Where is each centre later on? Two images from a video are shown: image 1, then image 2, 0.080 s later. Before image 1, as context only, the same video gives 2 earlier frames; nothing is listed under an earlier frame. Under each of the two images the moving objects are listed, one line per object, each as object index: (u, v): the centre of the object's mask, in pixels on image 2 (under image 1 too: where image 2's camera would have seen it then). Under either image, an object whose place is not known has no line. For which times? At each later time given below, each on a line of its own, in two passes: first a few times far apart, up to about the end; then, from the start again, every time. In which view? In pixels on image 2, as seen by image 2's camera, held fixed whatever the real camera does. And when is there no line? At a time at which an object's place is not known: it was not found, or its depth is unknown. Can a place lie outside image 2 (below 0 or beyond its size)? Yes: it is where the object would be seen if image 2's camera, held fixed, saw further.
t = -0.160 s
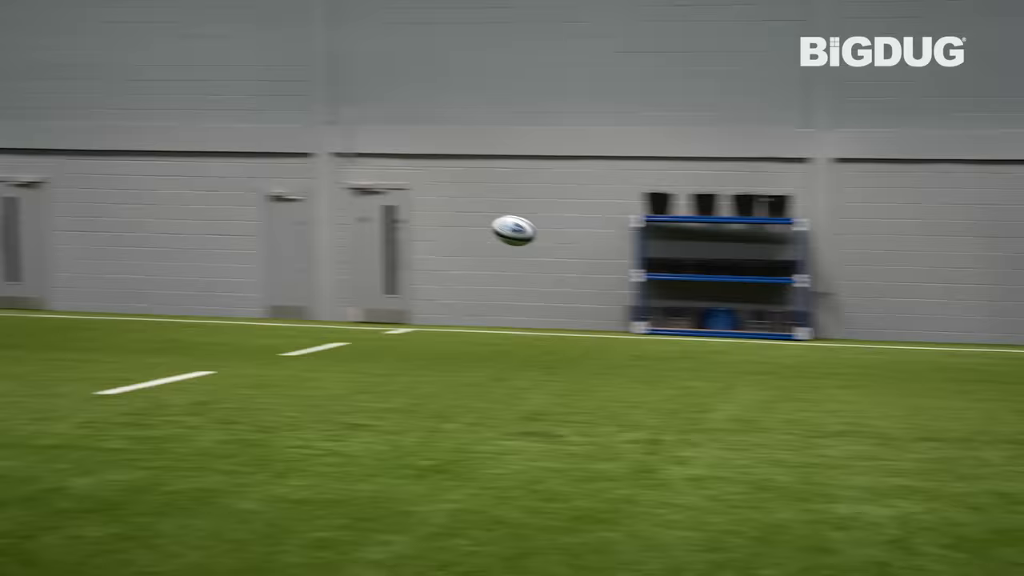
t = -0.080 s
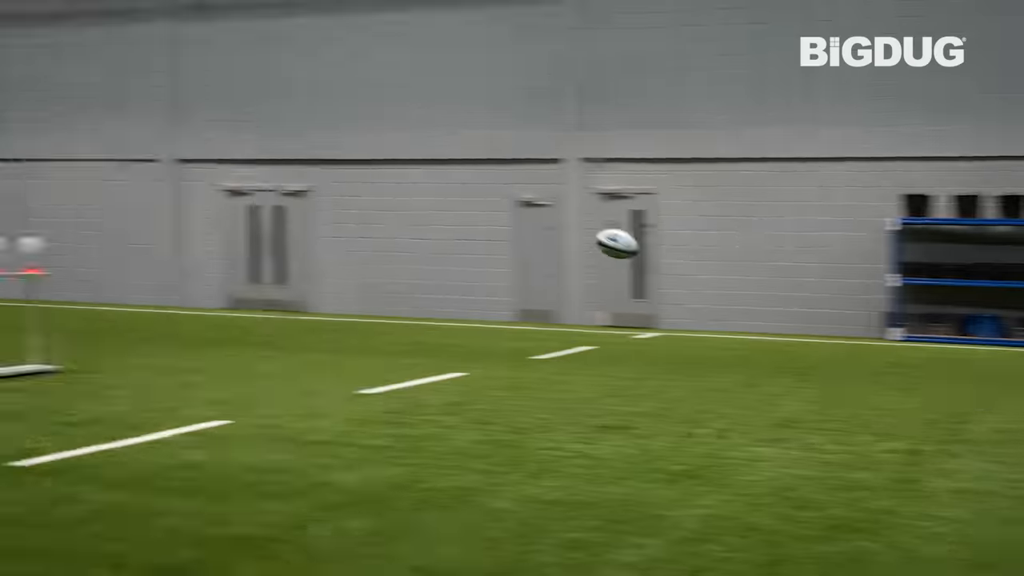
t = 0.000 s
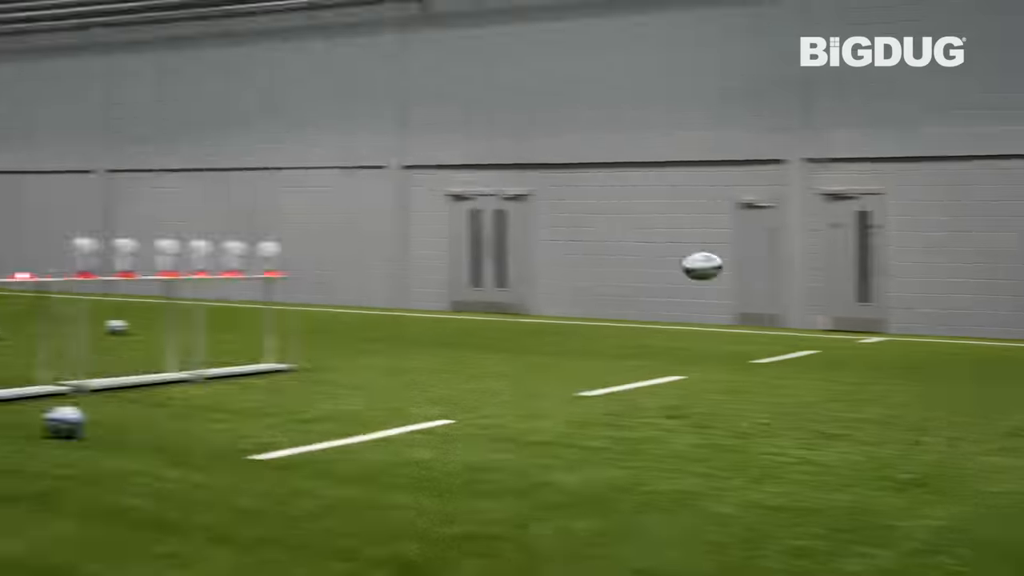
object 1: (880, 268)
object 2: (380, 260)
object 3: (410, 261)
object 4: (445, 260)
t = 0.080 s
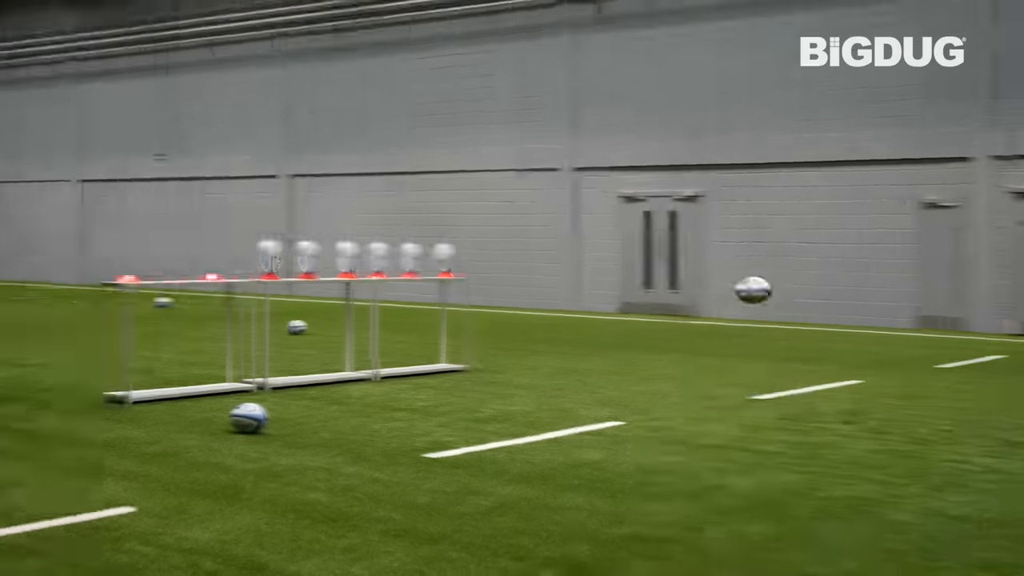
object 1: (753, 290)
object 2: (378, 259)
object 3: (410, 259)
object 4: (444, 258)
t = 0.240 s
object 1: (544, 351)
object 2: (381, 259)
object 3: (413, 260)
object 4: (448, 260)
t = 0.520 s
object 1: (450, 278)
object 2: (382, 259)
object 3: (415, 259)
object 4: (448, 255)
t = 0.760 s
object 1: (548, 273)
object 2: (381, 259)
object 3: (414, 259)
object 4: (445, 260)
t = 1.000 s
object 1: (652, 332)
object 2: (378, 265)
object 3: (413, 262)
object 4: (435, 266)
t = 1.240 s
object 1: (702, 347)
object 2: (365, 275)
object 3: (406, 266)
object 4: (416, 280)
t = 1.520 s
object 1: (700, 338)
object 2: (343, 355)
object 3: (394, 311)
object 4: (402, 358)
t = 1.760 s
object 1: (711, 360)
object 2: (361, 333)
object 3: (403, 339)
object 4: (412, 323)
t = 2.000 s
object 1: (739, 368)
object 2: (366, 357)
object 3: (424, 346)
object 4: (433, 337)
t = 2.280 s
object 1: (763, 363)
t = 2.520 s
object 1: (779, 363)
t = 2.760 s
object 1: (798, 363)
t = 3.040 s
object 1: (808, 361)
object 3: (429, 356)
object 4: (472, 351)
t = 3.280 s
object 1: (804, 363)
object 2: (382, 359)
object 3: (428, 357)
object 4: (473, 351)
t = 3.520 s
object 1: (797, 364)
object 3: (429, 356)
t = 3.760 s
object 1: (796, 366)
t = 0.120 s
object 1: (695, 305)
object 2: (379, 259)
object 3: (412, 259)
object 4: (445, 258)
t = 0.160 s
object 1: (641, 319)
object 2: (380, 259)
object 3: (412, 259)
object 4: (446, 259)
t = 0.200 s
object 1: (591, 335)
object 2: (381, 259)
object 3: (413, 260)
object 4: (448, 260)
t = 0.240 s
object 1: (544, 351)
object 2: (381, 259)
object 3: (413, 260)
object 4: (448, 260)
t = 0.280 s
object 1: (500, 368)
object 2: (382, 259)
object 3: (414, 260)
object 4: (448, 260)
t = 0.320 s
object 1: (475, 361)
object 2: (382, 259)
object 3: (414, 260)
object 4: (449, 260)
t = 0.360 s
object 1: (463, 338)
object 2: (383, 260)
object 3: (415, 260)
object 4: (449, 260)
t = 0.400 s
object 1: (451, 318)
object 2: (383, 259)
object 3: (415, 260)
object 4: (449, 260)
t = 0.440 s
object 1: (441, 299)
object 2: (383, 259)
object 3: (415, 260)
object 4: (449, 260)
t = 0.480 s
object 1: (432, 284)
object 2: (383, 259)
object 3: (415, 260)
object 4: (449, 259)
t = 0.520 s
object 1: (450, 278)
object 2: (382, 259)
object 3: (415, 259)
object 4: (448, 255)
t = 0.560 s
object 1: (466, 273)
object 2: (382, 259)
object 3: (414, 259)
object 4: (448, 259)
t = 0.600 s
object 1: (483, 270)
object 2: (382, 259)
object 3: (414, 259)
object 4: (447, 260)
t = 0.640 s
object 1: (500, 269)
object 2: (382, 259)
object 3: (414, 259)
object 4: (446, 259)
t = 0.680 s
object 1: (517, 268)
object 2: (382, 259)
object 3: (414, 259)
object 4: (446, 259)
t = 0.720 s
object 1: (534, 270)
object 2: (381, 259)
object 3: (414, 259)
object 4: (446, 259)
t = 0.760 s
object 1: (548, 273)
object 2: (381, 259)
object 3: (414, 259)
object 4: (445, 260)
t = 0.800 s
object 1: (567, 280)
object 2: (381, 260)
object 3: (414, 259)
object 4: (445, 260)
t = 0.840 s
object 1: (585, 287)
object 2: (381, 260)
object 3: (414, 259)
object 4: (444, 260)
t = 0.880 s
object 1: (600, 294)
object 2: (380, 261)
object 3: (414, 260)
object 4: (443, 261)
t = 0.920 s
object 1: (616, 305)
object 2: (380, 262)
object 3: (414, 260)
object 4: (441, 262)
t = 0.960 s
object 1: (634, 317)
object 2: (379, 263)
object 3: (413, 261)
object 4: (438, 264)
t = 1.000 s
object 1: (652, 332)
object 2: (378, 265)
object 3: (413, 262)
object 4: (435, 266)
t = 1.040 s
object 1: (672, 349)
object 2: (376, 268)
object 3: (412, 263)
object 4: (432, 266)
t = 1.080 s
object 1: (689, 367)
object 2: (375, 267)
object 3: (411, 265)
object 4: (428, 264)
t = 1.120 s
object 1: (702, 377)
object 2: (370, 266)
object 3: (411, 267)
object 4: (426, 264)
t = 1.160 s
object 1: (702, 365)
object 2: (369, 266)
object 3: (411, 266)
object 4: (424, 264)
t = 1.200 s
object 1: (702, 355)
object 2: (367, 267)
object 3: (408, 264)
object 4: (420, 270)
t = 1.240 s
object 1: (702, 347)
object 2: (365, 275)
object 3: (406, 266)
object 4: (416, 280)
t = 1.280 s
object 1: (701, 341)
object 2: (363, 283)
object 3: (405, 266)
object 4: (414, 289)
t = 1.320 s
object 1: (700, 336)
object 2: (361, 292)
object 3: (404, 271)
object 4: (412, 294)
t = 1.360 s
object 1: (700, 334)
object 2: (359, 300)
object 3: (402, 277)
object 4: (409, 303)
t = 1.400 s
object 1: (700, 332)
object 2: (356, 311)
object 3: (400, 284)
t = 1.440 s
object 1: (700, 332)
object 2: (354, 322)
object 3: (399, 292)
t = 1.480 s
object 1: (700, 334)
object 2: (347, 337)
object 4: (403, 342)
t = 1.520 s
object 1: (700, 338)
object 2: (343, 355)
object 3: (394, 311)
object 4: (402, 358)
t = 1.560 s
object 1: (701, 344)
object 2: (342, 357)
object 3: (393, 323)
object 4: (403, 351)
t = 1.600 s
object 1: (701, 353)
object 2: (343, 349)
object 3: (393, 338)
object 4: (408, 343)
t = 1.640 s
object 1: (701, 363)
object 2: (355, 342)
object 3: (391, 354)
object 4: (406, 335)
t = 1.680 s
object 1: (702, 367)
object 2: (356, 339)
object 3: (394, 352)
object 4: (408, 330)
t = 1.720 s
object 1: (707, 363)
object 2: (358, 334)
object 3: (398, 345)
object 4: (410, 326)
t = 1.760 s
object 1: (711, 360)
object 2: (361, 333)
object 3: (403, 339)
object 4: (412, 323)
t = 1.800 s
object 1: (716, 359)
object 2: (360, 334)
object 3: (407, 335)
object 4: (415, 321)
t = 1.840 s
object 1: (720, 360)
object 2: (362, 336)
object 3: (411, 334)
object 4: (419, 321)
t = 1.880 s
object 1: (725, 362)
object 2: (363, 339)
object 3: (414, 335)
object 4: (422, 322)
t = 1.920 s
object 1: (729, 365)
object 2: (364, 344)
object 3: (418, 337)
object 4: (426, 326)
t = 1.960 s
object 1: (734, 367)
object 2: (365, 351)
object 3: (421, 341)
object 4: (429, 330)
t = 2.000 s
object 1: (739, 368)
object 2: (366, 357)
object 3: (424, 346)
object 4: (433, 337)
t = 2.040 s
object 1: (743, 368)
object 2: (367, 355)
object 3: (426, 352)
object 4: (437, 344)
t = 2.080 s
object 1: (747, 366)
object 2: (369, 353)
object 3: (430, 352)
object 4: (439, 343)
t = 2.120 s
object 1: (751, 364)
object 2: (374, 350)
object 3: (431, 351)
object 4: (439, 338)
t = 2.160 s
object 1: (754, 363)
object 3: (428, 351)
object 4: (441, 341)
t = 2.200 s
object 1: (757, 362)
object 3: (424, 352)
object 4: (442, 341)
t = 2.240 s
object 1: (760, 363)
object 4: (442, 342)
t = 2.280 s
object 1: (763, 363)
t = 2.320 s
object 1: (765, 363)
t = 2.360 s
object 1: (768, 364)
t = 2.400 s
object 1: (770, 365)
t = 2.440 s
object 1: (773, 365)
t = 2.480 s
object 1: (776, 364)
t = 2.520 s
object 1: (779, 363)
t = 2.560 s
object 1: (782, 362)
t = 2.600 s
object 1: (786, 363)
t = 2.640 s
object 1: (789, 364)
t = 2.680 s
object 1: (792, 364)
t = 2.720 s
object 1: (795, 363)
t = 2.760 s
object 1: (798, 363)
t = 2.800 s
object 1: (801, 362)
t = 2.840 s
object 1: (803, 362)
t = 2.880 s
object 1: (805, 362)
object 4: (473, 351)
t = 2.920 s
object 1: (806, 361)
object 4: (473, 351)
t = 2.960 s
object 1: (807, 361)
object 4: (472, 351)
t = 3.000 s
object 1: (808, 361)
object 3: (429, 356)
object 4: (472, 351)
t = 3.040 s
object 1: (808, 361)
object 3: (429, 356)
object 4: (472, 351)
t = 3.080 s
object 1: (808, 361)
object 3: (429, 356)
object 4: (471, 350)
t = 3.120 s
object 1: (807, 361)
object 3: (429, 356)
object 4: (471, 350)
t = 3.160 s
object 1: (807, 362)
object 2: (386, 359)
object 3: (428, 356)
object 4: (471, 350)
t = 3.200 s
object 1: (806, 362)
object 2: (386, 359)
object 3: (428, 356)
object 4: (472, 350)
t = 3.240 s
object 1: (805, 363)
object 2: (386, 359)
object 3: (428, 356)
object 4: (472, 350)
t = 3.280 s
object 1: (804, 363)
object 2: (382, 359)
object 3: (428, 357)
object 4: (473, 351)
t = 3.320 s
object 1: (803, 364)
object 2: (386, 359)
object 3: (428, 356)
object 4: (474, 351)
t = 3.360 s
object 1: (802, 364)
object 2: (386, 359)
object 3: (428, 356)
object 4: (475, 351)
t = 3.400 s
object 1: (801, 364)
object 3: (428, 356)
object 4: (477, 351)
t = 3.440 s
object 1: (799, 364)
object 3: (428, 356)
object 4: (478, 351)
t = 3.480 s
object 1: (798, 364)
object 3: (429, 356)
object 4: (478, 350)
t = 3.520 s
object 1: (797, 364)
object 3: (429, 356)
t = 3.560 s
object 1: (796, 364)
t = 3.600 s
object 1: (796, 364)
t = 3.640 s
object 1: (795, 365)
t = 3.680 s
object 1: (796, 365)
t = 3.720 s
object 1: (796, 365)
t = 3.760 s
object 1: (796, 366)
